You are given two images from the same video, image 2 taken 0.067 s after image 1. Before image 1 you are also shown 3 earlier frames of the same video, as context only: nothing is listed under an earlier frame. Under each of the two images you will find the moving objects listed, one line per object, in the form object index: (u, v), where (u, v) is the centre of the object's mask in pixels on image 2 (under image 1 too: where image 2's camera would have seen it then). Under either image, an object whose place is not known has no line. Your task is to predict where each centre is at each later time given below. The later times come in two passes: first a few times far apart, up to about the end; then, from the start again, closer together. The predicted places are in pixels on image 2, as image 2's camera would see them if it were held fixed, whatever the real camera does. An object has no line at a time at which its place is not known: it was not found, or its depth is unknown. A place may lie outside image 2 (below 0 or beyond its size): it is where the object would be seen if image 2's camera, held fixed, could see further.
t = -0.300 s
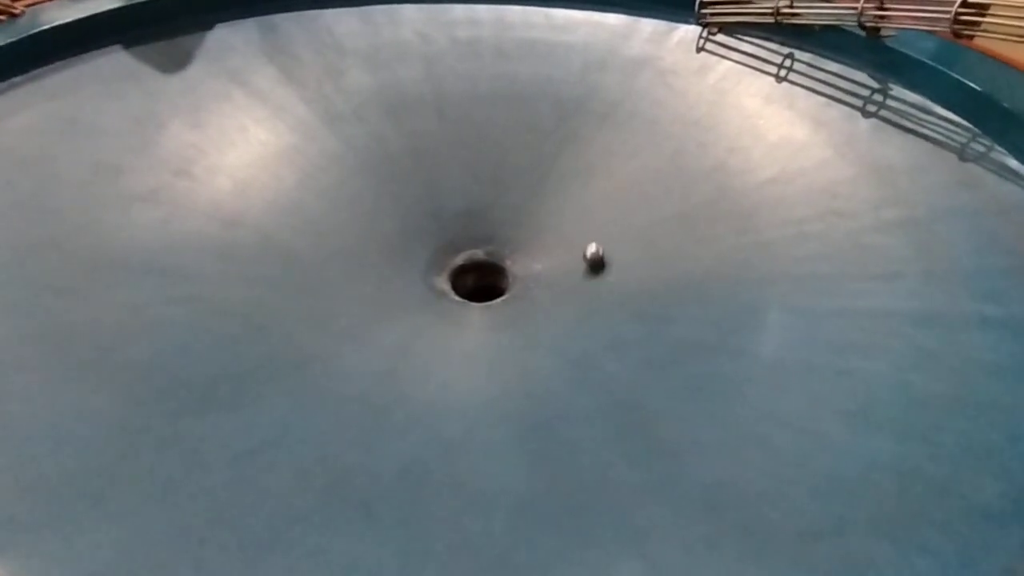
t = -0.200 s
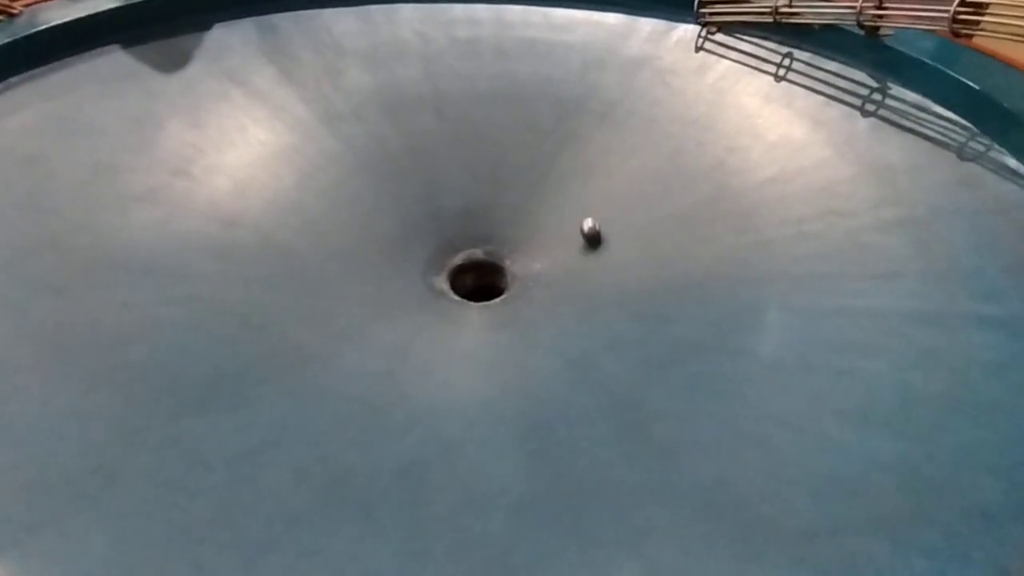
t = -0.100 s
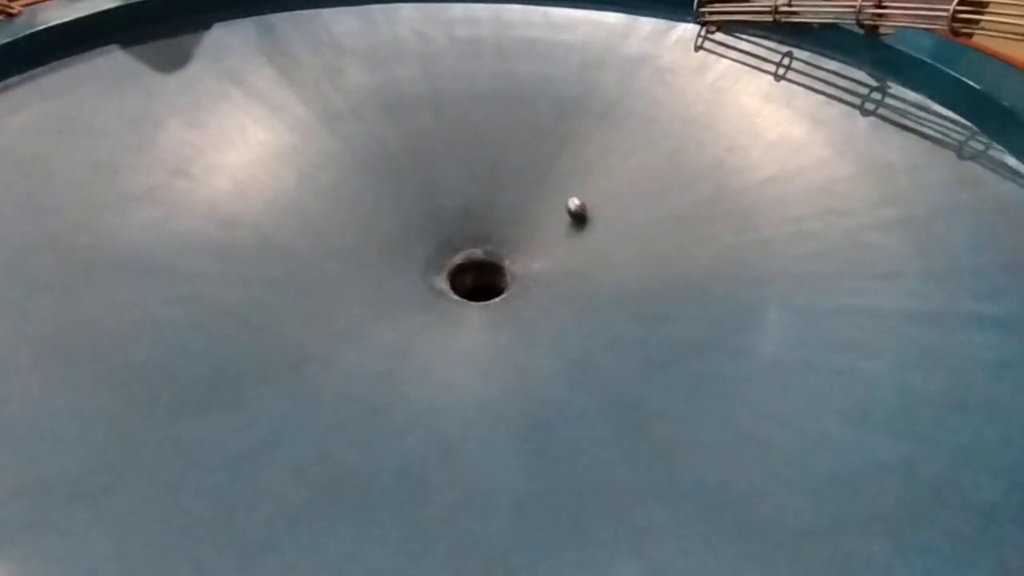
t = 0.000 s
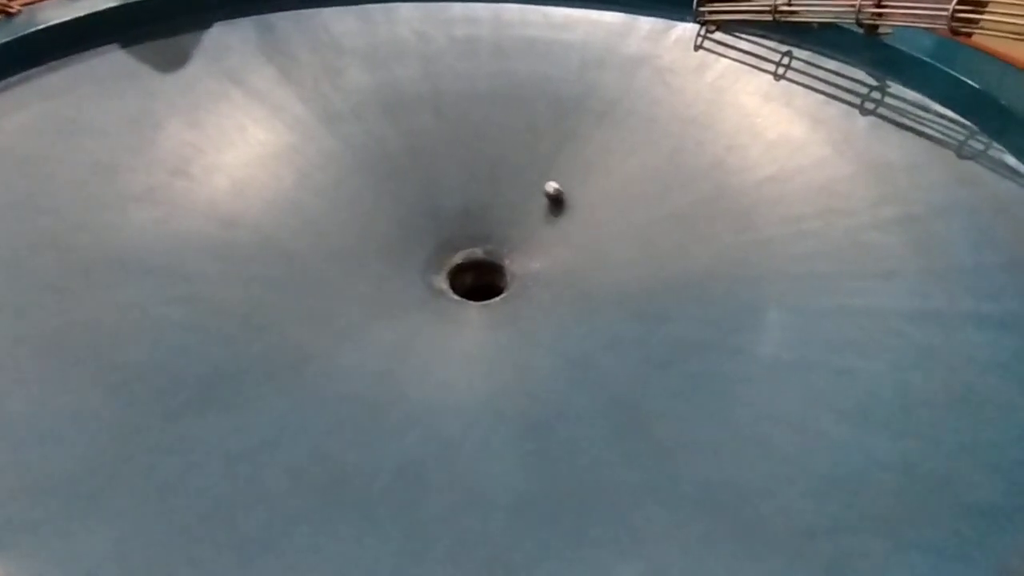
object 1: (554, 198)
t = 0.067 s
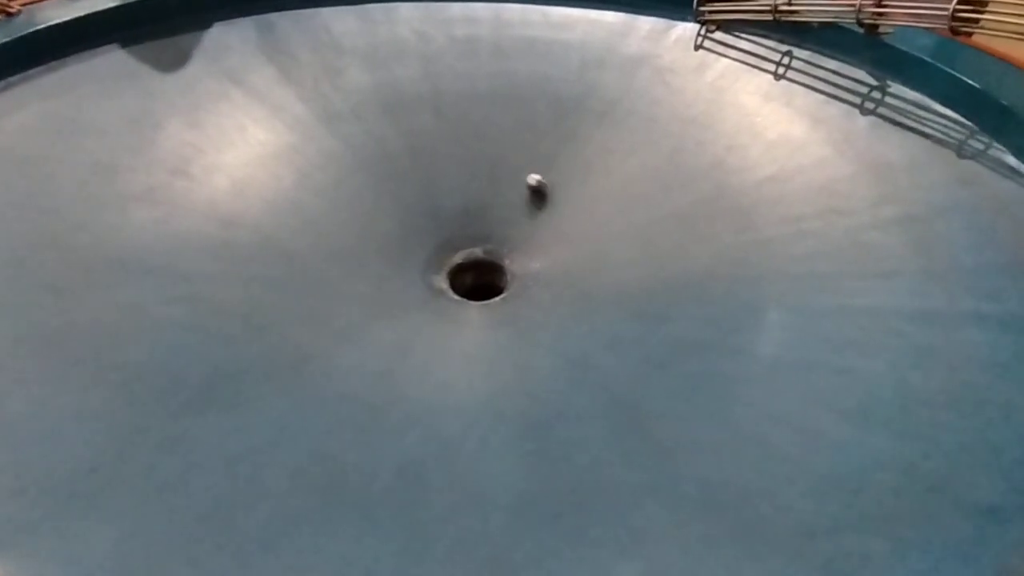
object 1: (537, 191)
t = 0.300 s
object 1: (463, 181)
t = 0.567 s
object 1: (386, 212)
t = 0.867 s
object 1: (370, 286)
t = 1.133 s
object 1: (455, 331)
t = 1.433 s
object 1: (572, 305)
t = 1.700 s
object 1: (588, 244)
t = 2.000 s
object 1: (515, 203)
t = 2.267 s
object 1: (425, 198)
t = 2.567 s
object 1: (359, 235)
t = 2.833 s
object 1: (382, 296)
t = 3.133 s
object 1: (511, 320)
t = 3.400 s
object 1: (592, 273)
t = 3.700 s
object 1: (572, 215)
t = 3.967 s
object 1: (492, 201)
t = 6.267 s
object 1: (375, 249)
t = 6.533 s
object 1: (413, 308)
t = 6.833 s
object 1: (534, 315)
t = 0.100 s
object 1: (527, 187)
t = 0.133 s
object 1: (517, 187)
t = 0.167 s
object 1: (506, 182)
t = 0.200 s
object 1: (496, 181)
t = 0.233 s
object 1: (485, 180)
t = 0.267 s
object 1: (474, 180)
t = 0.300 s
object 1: (463, 181)
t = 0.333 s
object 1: (452, 182)
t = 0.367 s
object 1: (441, 184)
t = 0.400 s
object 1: (431, 187)
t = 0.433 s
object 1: (421, 191)
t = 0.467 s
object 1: (411, 196)
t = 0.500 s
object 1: (403, 201)
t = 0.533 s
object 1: (394, 206)
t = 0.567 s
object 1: (386, 212)
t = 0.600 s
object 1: (379, 220)
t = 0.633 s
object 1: (373, 227)
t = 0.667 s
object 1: (368, 235)
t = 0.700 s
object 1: (365, 243)
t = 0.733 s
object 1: (363, 251)
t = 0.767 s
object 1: (362, 259)
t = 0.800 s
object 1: (363, 269)
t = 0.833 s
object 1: (366, 278)
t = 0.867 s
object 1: (370, 286)
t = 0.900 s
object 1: (375, 294)
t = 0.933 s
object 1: (382, 303)
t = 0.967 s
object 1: (391, 310)
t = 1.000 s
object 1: (402, 315)
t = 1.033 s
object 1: (414, 321)
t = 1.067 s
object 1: (427, 325)
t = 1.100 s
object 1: (440, 329)
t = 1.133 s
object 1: (455, 331)
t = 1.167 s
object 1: (470, 333)
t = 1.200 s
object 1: (485, 333)
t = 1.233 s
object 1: (500, 332)
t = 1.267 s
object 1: (514, 330)
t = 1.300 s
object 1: (528, 326)
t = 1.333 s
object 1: (541, 322)
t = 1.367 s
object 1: (553, 317)
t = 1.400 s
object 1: (563, 311)
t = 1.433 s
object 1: (572, 305)
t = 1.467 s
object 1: (579, 298)
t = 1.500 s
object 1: (585, 291)
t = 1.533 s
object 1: (589, 283)
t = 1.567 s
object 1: (592, 275)
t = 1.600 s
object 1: (593, 267)
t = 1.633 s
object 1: (592, 260)
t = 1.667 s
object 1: (591, 252)
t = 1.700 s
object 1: (588, 244)
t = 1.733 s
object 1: (584, 239)
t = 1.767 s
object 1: (578, 232)
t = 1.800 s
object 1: (572, 227)
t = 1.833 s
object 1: (564, 220)
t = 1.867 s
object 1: (556, 215)
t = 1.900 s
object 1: (546, 210)
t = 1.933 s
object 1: (536, 207)
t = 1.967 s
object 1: (525, 205)
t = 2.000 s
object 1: (515, 203)
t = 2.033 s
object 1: (504, 200)
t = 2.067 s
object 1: (491, 198)
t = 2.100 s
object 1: (480, 197)
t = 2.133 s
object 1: (469, 196)
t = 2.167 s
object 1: (458, 195)
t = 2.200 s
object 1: (446, 195)
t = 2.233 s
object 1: (435, 196)
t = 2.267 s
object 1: (425, 198)
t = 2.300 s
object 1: (415, 200)
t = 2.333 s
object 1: (405, 202)
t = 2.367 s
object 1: (396, 205)
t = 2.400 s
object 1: (386, 209)
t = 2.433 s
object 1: (379, 213)
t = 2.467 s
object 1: (372, 218)
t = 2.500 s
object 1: (367, 223)
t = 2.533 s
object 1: (362, 229)
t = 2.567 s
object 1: (359, 235)
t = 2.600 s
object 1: (356, 243)
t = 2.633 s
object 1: (355, 250)
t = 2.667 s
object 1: (355, 258)
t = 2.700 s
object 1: (358, 265)
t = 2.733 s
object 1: (361, 273)
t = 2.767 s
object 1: (366, 281)
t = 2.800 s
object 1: (373, 289)
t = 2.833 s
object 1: (382, 296)
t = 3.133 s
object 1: (511, 320)
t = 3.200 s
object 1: (539, 313)
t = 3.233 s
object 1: (552, 307)
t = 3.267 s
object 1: (564, 301)
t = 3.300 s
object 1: (574, 294)
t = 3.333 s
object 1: (581, 287)
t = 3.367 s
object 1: (587, 280)
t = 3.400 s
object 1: (592, 273)
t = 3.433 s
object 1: (595, 265)
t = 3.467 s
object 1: (597, 258)
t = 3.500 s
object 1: (597, 251)
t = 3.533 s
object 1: (596, 244)
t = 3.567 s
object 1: (593, 237)
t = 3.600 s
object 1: (590, 230)
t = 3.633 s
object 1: (585, 224)
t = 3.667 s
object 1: (579, 219)
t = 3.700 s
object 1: (572, 215)
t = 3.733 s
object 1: (564, 211)
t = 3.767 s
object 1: (555, 207)
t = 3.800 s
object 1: (546, 204)
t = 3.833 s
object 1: (536, 202)
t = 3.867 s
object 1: (525, 203)
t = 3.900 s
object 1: (515, 202)
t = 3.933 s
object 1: (503, 201)
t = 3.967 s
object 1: (492, 201)
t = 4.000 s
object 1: (480, 202)
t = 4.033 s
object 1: (469, 203)
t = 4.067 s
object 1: (457, 204)
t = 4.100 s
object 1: (445, 207)
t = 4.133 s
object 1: (434, 209)
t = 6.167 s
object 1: (384, 228)
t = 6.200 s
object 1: (380, 234)
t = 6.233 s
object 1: (377, 241)
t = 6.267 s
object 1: (375, 249)
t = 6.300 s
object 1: (374, 256)
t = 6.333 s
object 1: (375, 265)
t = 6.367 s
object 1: (378, 273)
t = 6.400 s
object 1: (382, 280)
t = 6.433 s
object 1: (387, 288)
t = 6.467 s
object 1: (394, 295)
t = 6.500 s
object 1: (402, 302)
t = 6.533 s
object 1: (413, 308)
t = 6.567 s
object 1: (424, 313)
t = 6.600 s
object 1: (437, 317)
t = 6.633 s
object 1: (451, 320)
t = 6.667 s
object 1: (465, 322)
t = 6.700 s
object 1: (479, 323)
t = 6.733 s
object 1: (494, 323)
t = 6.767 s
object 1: (507, 322)
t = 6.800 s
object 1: (521, 319)
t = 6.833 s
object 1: (534, 315)
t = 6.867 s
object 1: (545, 311)
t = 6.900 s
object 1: (556, 306)
